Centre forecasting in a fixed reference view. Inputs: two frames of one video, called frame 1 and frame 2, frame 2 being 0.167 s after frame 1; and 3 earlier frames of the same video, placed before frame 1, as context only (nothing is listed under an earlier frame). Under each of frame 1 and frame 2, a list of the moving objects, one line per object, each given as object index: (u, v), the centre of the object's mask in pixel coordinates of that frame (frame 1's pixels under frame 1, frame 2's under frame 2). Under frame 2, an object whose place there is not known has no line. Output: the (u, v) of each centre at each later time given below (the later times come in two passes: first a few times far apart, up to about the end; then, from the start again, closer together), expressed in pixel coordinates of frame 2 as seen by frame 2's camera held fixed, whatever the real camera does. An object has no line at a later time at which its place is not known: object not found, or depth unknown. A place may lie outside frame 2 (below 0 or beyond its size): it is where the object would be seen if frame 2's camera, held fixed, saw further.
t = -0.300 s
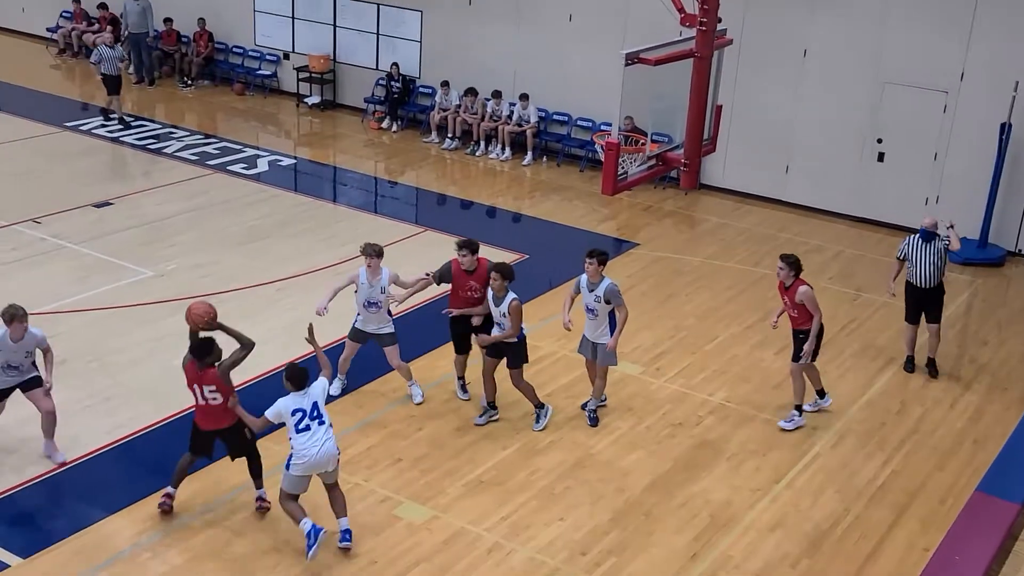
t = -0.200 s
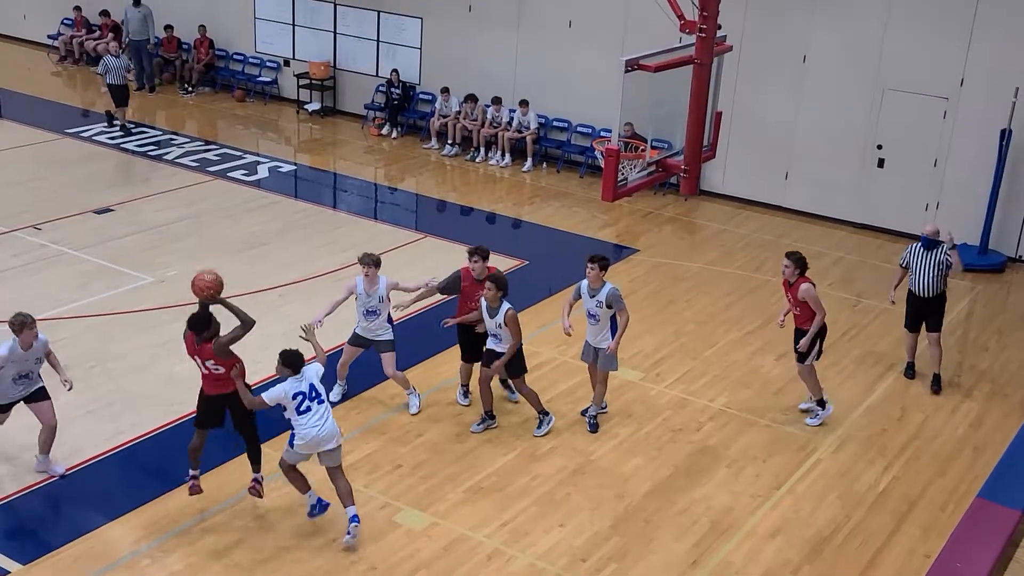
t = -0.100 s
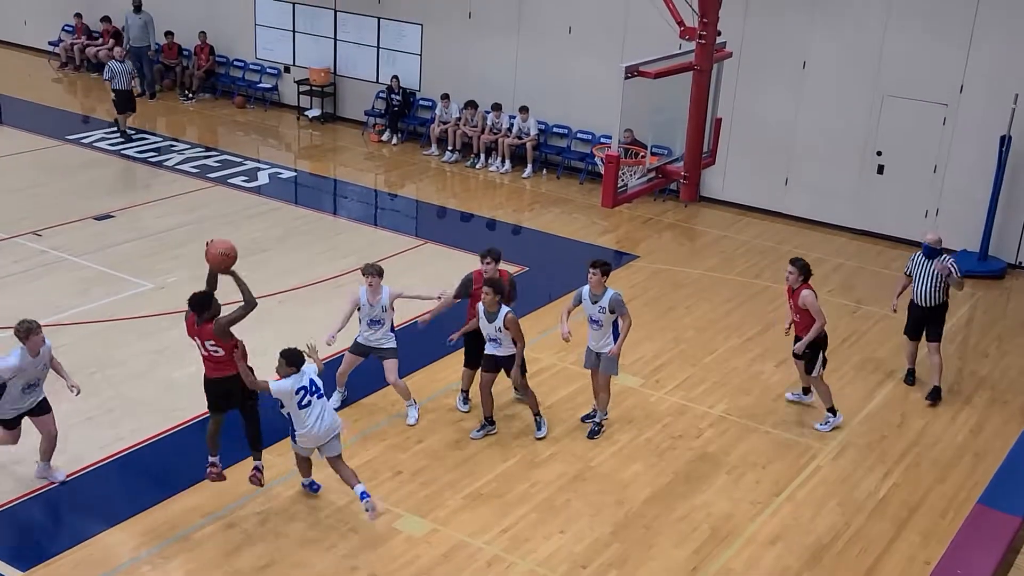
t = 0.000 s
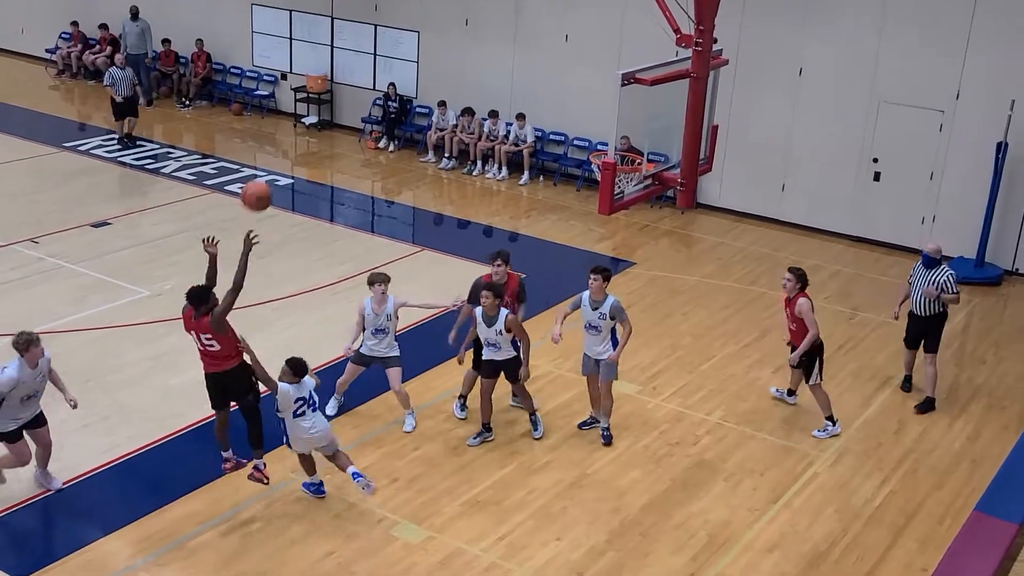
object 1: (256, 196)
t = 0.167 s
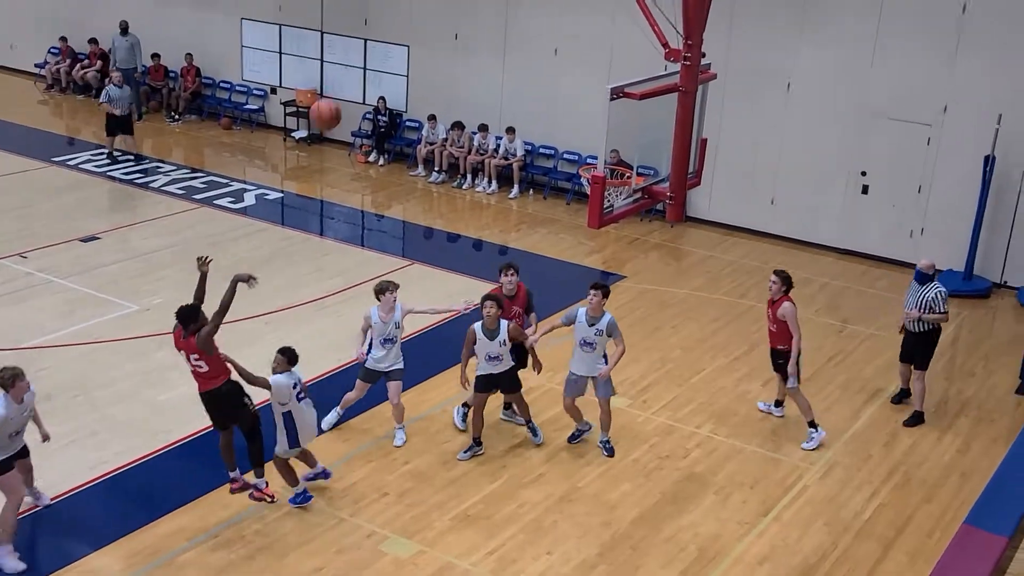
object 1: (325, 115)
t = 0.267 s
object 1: (372, 75)
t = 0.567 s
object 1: (503, 35)
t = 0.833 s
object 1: (599, 89)
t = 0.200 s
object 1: (341, 100)
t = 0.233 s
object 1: (356, 86)
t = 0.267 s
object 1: (372, 75)
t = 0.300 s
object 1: (387, 65)
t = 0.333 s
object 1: (403, 57)
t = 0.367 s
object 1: (418, 50)
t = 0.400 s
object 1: (433, 44)
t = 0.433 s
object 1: (447, 39)
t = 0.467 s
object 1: (462, 36)
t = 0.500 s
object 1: (476, 34)
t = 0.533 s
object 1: (490, 35)
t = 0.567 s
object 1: (503, 35)
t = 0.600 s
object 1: (517, 37)
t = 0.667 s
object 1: (543, 47)
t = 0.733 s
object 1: (568, 61)
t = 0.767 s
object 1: (580, 70)
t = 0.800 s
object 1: (592, 80)
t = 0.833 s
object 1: (599, 89)
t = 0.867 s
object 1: (618, 108)
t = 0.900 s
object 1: (626, 118)
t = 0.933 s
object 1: (636, 130)
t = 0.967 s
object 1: (649, 150)
